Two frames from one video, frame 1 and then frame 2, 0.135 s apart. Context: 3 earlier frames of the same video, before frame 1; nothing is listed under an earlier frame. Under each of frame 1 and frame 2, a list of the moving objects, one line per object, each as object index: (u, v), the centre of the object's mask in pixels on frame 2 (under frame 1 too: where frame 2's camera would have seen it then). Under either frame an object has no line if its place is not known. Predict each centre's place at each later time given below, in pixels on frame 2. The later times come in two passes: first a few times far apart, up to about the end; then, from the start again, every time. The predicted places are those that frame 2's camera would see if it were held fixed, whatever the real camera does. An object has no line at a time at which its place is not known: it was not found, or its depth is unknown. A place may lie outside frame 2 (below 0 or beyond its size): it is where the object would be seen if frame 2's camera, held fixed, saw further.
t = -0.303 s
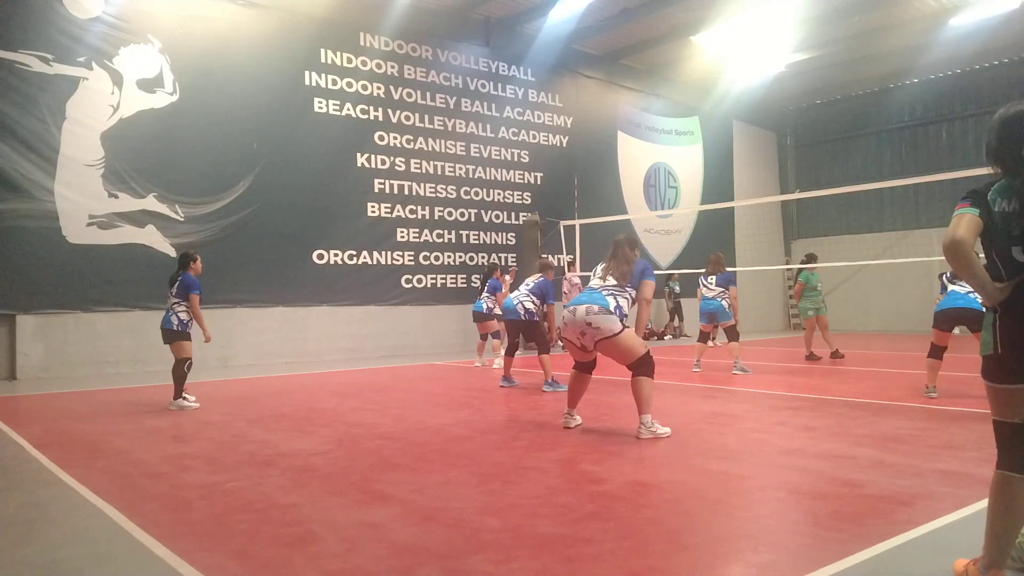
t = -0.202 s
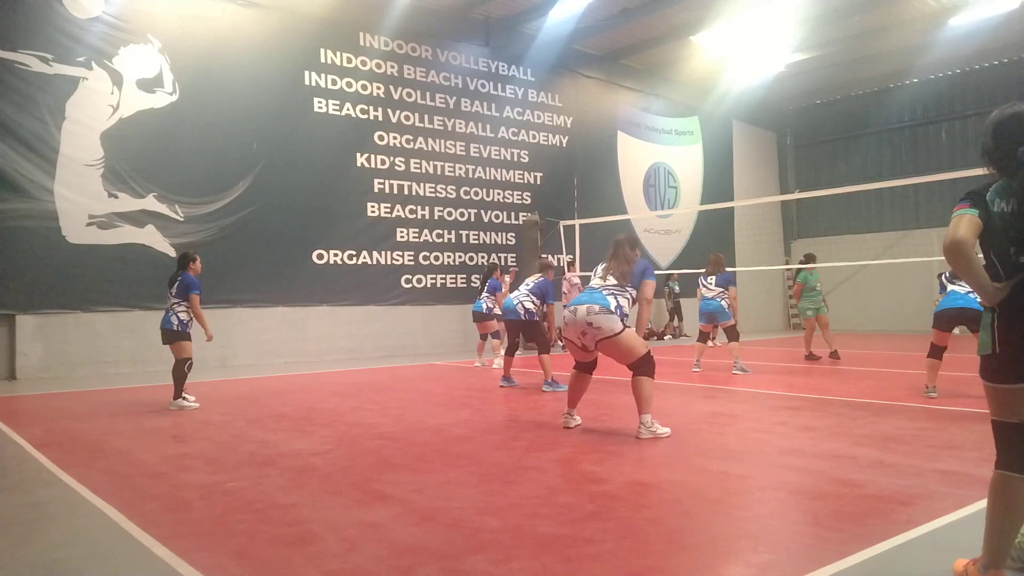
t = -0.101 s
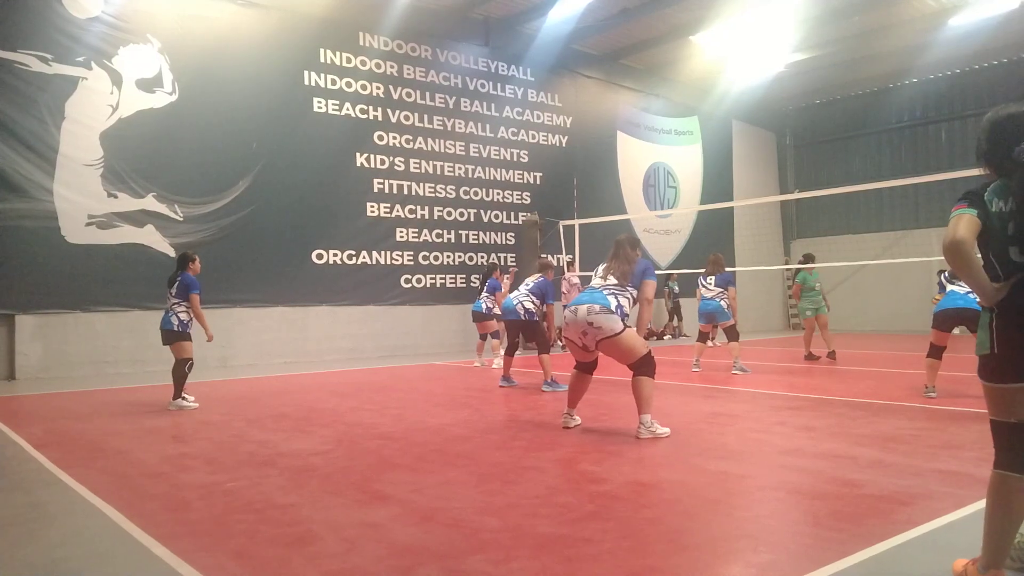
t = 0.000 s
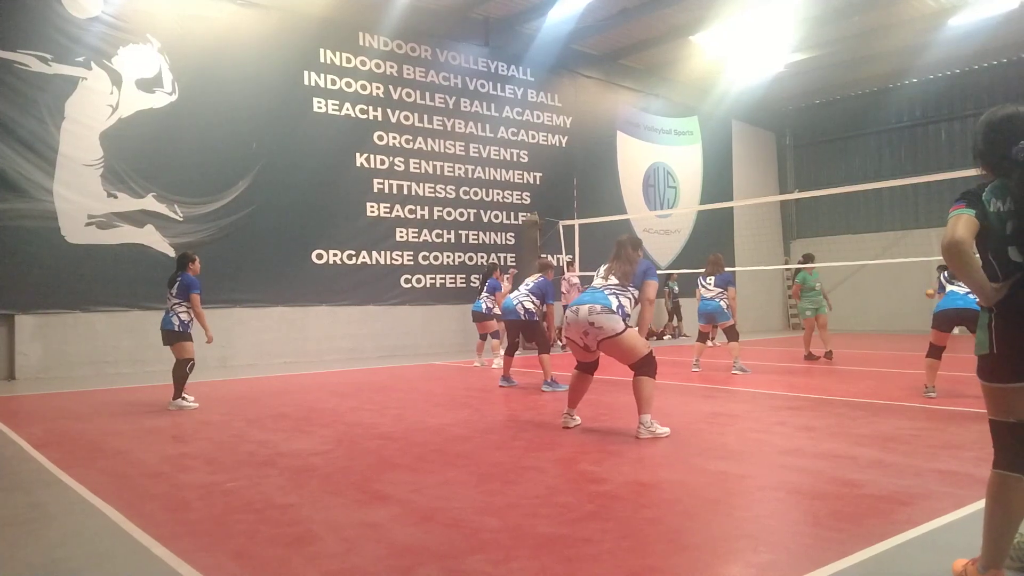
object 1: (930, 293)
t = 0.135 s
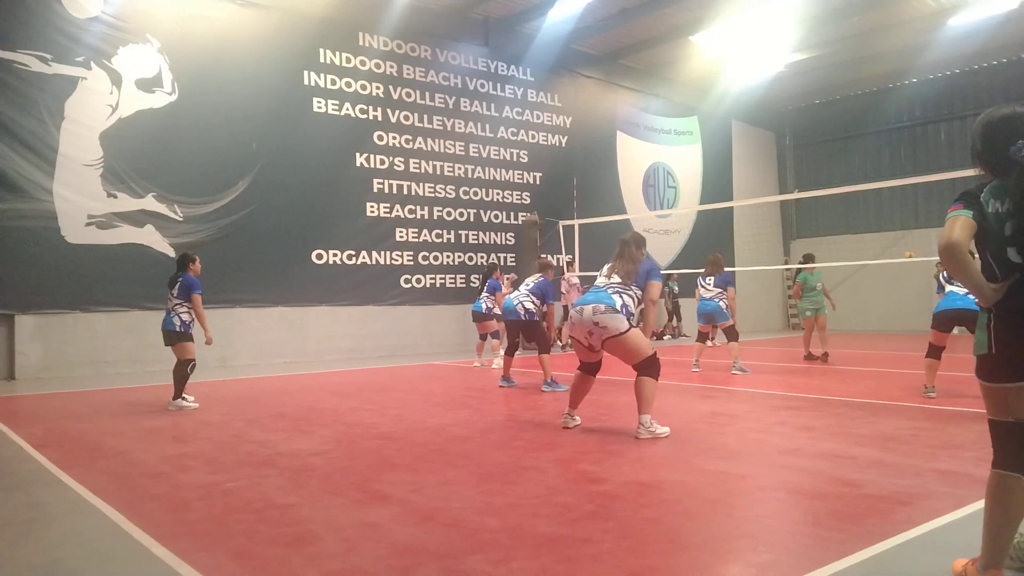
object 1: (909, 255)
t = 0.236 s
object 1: (893, 229)
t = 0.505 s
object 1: (838, 176)
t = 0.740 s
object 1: (777, 158)
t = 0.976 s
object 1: (693, 179)
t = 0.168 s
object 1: (904, 246)
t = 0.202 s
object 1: (898, 238)
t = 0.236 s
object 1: (893, 229)
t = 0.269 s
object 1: (886, 221)
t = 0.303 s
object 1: (880, 213)
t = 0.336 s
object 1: (874, 207)
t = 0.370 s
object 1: (867, 199)
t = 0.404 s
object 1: (860, 194)
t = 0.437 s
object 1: (852, 184)
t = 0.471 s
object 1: (845, 181)
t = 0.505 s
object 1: (838, 176)
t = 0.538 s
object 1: (830, 172)
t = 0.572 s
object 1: (821, 168)
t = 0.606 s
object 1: (813, 165)
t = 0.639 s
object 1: (804, 162)
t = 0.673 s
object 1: (796, 160)
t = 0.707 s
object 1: (786, 159)
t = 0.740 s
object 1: (777, 158)
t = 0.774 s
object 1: (766, 158)
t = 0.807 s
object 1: (755, 159)
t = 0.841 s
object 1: (744, 161)
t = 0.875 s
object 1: (732, 164)
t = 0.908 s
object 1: (720, 168)
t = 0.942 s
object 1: (707, 172)
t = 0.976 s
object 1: (693, 179)
